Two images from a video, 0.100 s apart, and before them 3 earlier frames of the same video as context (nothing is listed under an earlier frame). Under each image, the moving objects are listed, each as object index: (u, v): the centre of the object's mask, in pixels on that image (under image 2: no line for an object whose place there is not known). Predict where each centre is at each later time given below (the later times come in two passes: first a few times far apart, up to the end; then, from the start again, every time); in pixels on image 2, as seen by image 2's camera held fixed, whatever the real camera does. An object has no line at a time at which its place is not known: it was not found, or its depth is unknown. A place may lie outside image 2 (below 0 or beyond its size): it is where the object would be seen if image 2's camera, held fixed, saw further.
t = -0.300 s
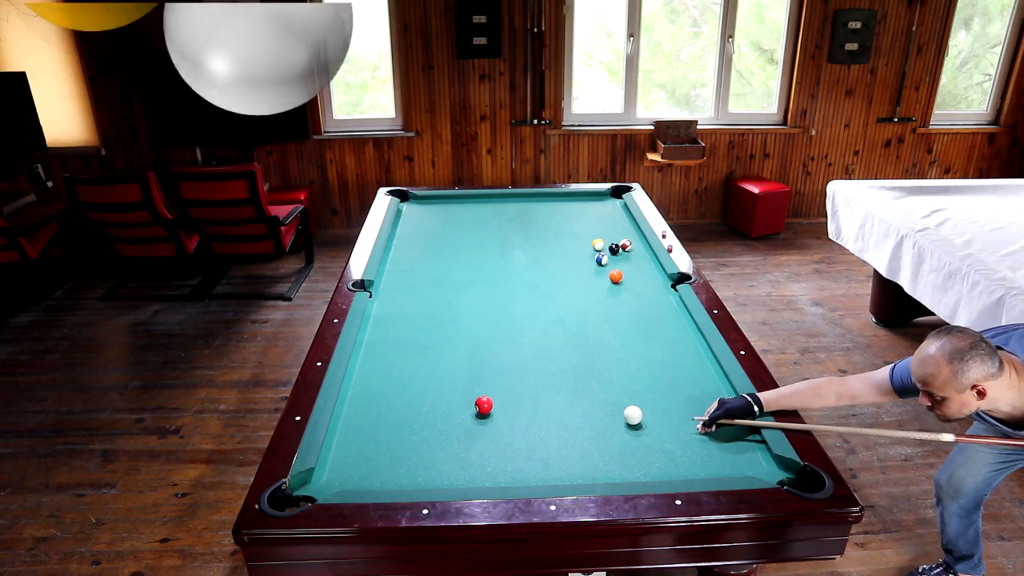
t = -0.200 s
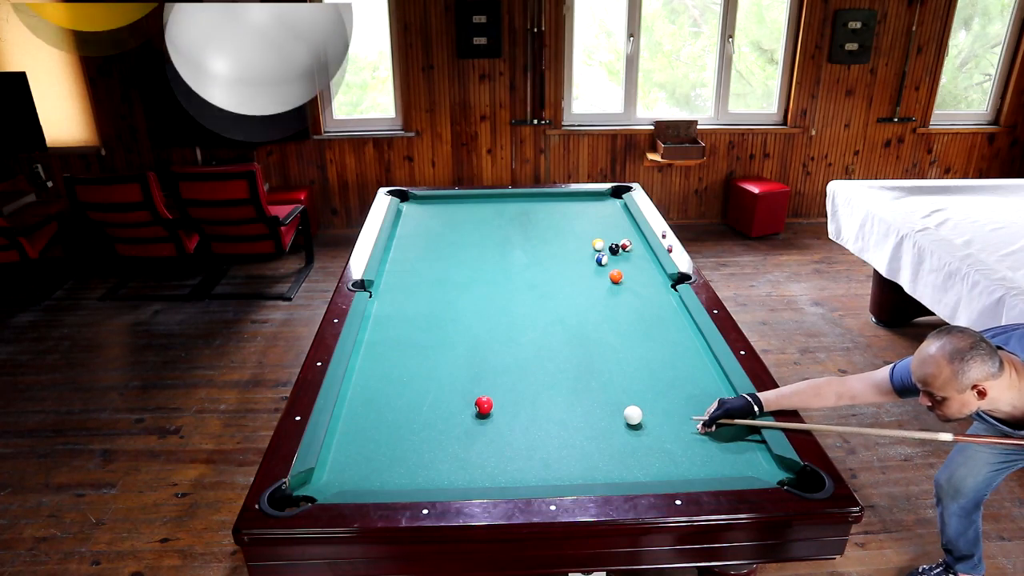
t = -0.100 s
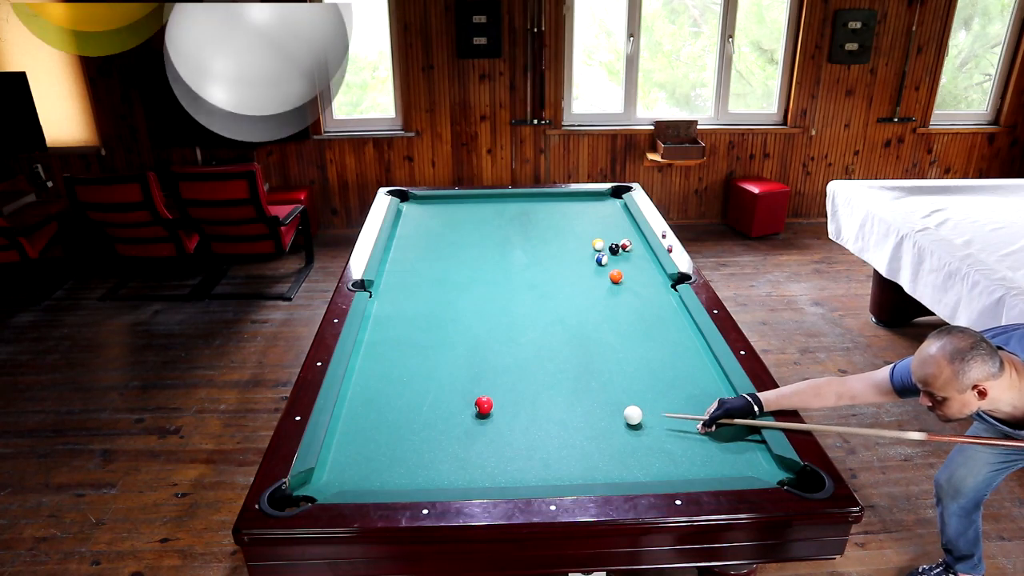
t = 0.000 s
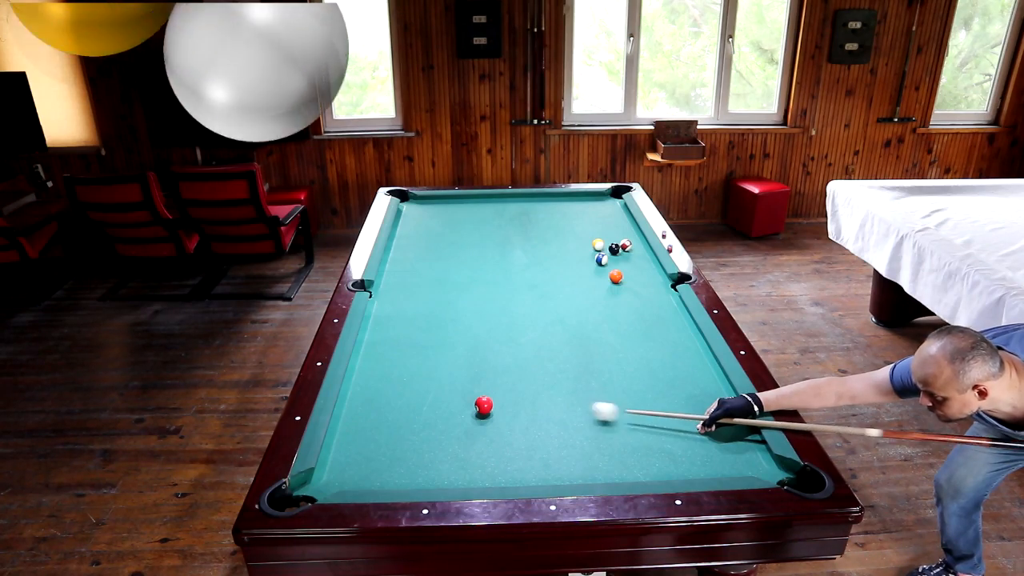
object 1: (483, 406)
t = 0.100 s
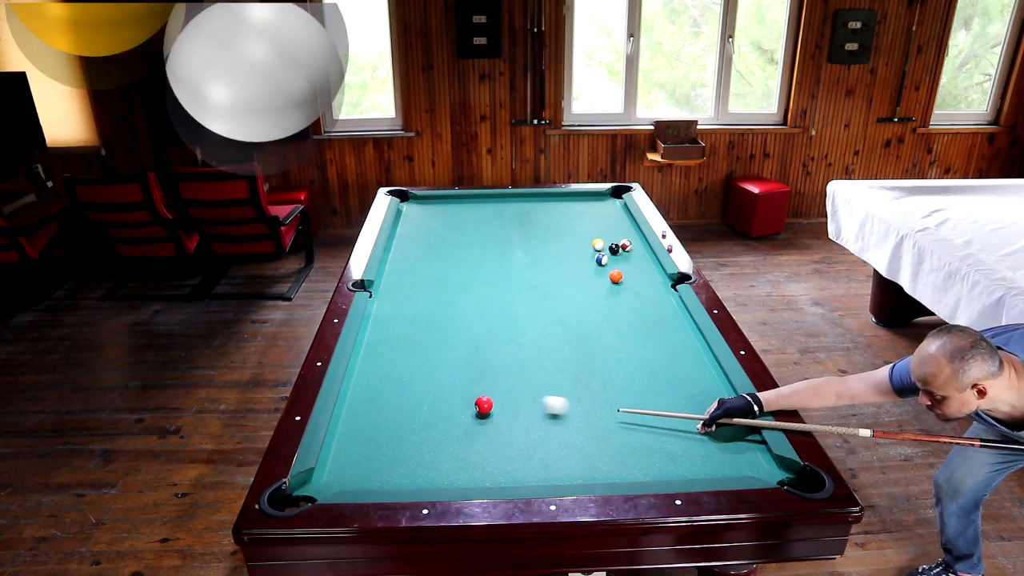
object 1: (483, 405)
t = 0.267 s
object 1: (476, 409)
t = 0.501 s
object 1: (445, 425)
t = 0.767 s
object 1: (408, 443)
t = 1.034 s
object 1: (371, 461)
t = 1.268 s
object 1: (338, 477)
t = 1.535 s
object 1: (303, 501)
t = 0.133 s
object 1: (483, 406)
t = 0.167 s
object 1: (483, 406)
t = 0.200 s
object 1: (483, 406)
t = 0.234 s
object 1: (482, 406)
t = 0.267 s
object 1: (476, 409)
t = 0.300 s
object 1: (472, 411)
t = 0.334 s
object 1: (467, 414)
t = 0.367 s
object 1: (463, 416)
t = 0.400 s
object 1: (458, 418)
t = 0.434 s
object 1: (454, 420)
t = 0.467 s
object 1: (450, 422)
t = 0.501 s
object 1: (445, 425)
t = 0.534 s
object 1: (440, 427)
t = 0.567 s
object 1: (436, 429)
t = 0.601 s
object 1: (432, 431)
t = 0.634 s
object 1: (427, 433)
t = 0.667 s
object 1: (422, 436)
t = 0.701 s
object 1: (418, 438)
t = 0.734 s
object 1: (413, 440)
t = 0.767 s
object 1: (408, 443)
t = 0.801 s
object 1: (404, 445)
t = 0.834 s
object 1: (400, 447)
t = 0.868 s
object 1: (395, 449)
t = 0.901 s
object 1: (390, 452)
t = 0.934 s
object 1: (385, 454)
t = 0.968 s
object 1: (381, 457)
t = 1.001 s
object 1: (376, 458)
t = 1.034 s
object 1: (371, 461)
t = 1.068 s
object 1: (367, 463)
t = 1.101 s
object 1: (362, 466)
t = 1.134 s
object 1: (357, 468)
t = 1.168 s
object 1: (353, 471)
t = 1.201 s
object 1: (348, 473)
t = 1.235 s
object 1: (343, 475)
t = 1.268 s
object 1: (338, 477)
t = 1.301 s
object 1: (333, 479)
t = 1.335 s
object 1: (329, 481)
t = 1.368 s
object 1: (323, 484)
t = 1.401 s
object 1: (319, 486)
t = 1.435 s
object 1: (314, 489)
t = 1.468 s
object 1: (309, 492)
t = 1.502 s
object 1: (305, 496)
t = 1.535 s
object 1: (303, 501)
